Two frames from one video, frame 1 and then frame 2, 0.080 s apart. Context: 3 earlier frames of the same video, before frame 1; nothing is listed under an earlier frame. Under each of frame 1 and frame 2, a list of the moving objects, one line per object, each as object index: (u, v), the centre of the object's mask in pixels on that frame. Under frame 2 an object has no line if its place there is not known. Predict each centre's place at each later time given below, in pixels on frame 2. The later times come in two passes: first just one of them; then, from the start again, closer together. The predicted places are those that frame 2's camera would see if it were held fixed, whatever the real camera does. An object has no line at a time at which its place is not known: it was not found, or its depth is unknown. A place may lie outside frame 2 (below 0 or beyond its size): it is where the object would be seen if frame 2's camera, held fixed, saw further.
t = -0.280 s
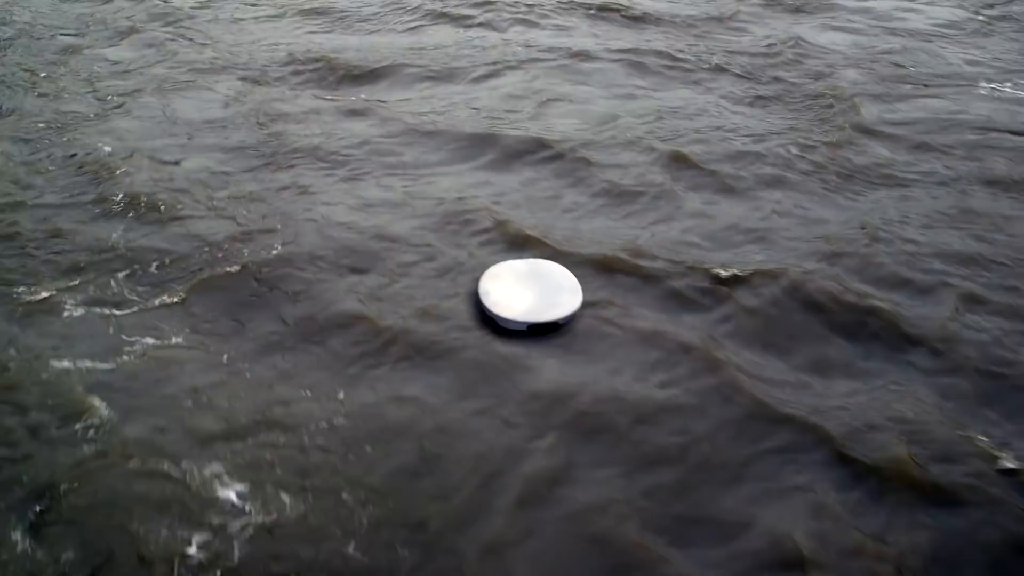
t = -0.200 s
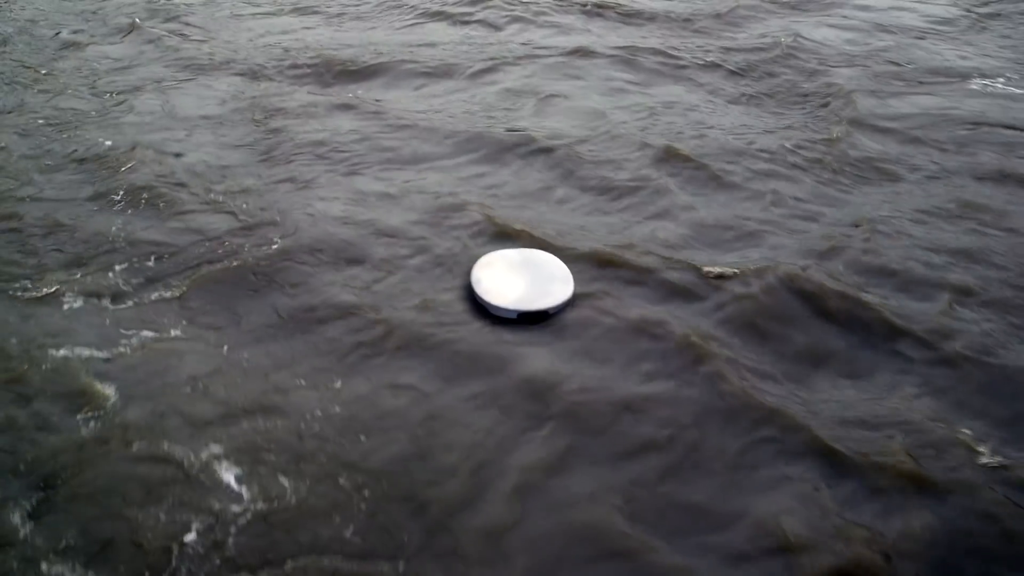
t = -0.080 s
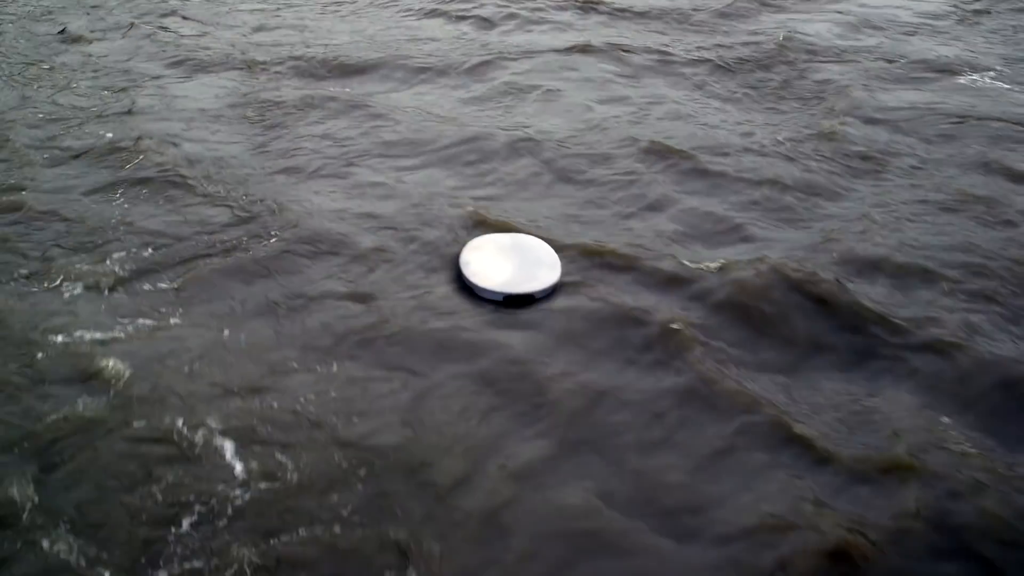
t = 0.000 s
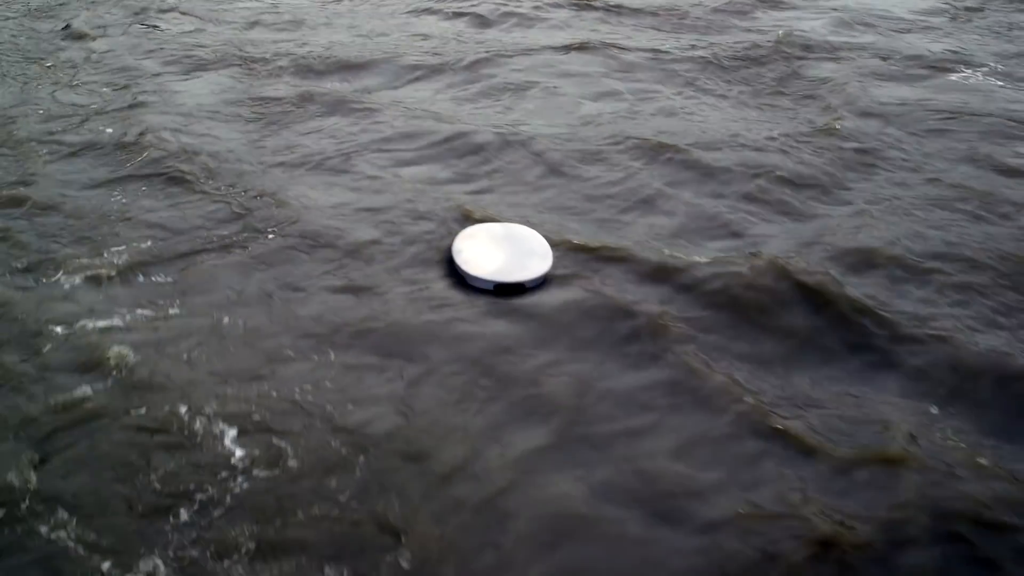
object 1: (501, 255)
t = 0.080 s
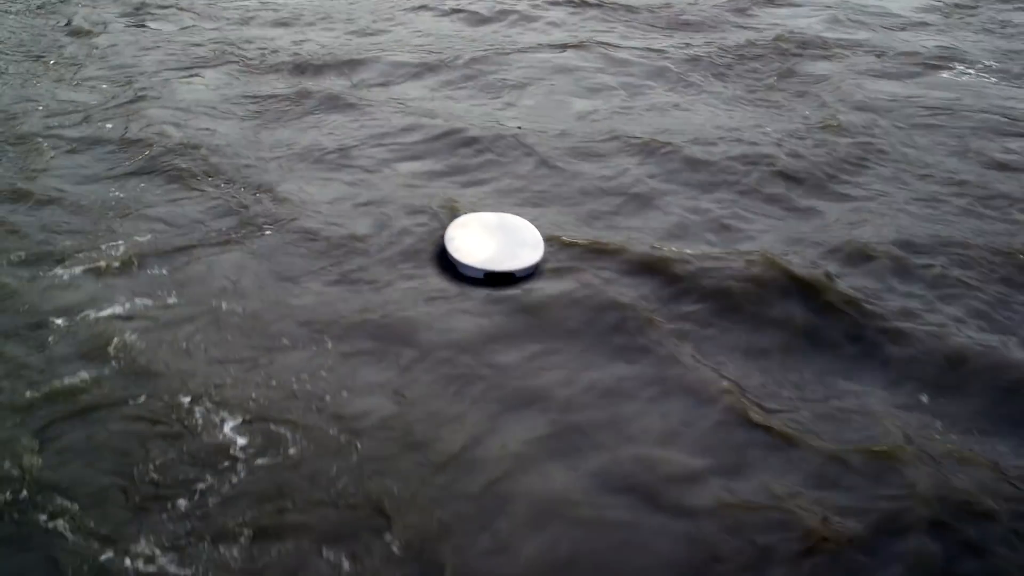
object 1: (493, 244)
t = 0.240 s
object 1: (488, 235)
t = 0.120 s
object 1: (492, 243)
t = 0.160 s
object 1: (490, 240)
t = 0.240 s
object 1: (488, 235)
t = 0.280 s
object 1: (487, 233)
